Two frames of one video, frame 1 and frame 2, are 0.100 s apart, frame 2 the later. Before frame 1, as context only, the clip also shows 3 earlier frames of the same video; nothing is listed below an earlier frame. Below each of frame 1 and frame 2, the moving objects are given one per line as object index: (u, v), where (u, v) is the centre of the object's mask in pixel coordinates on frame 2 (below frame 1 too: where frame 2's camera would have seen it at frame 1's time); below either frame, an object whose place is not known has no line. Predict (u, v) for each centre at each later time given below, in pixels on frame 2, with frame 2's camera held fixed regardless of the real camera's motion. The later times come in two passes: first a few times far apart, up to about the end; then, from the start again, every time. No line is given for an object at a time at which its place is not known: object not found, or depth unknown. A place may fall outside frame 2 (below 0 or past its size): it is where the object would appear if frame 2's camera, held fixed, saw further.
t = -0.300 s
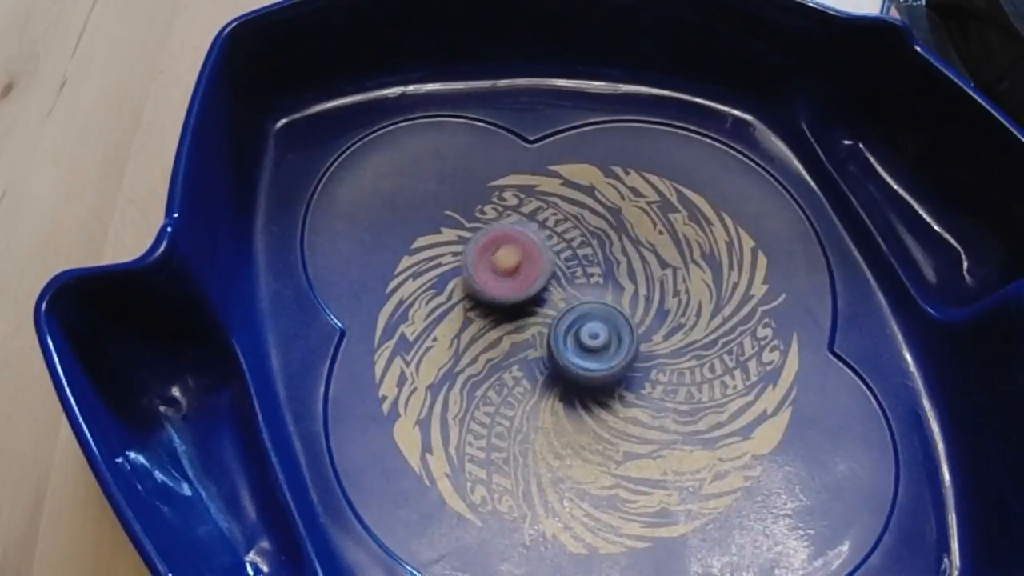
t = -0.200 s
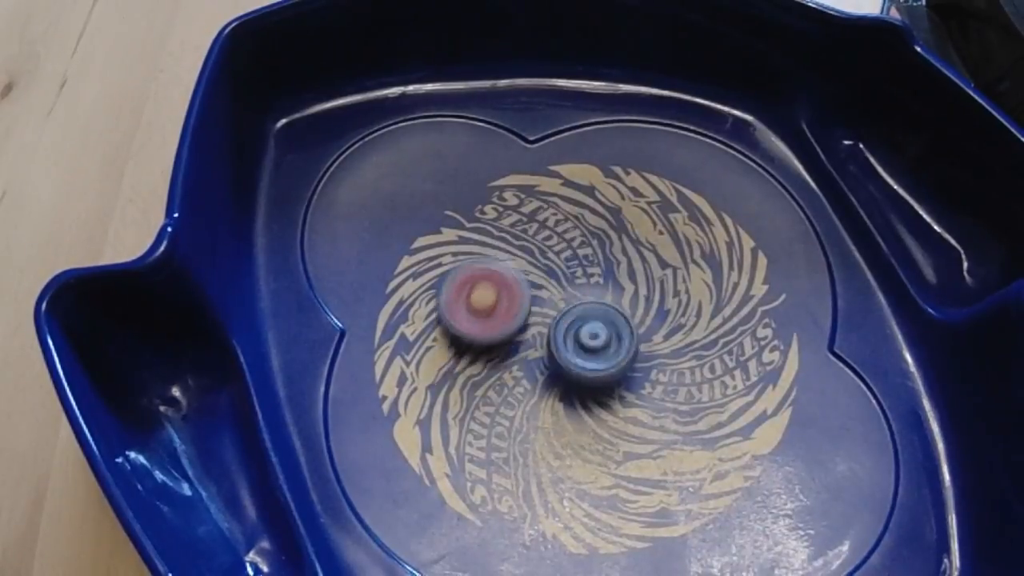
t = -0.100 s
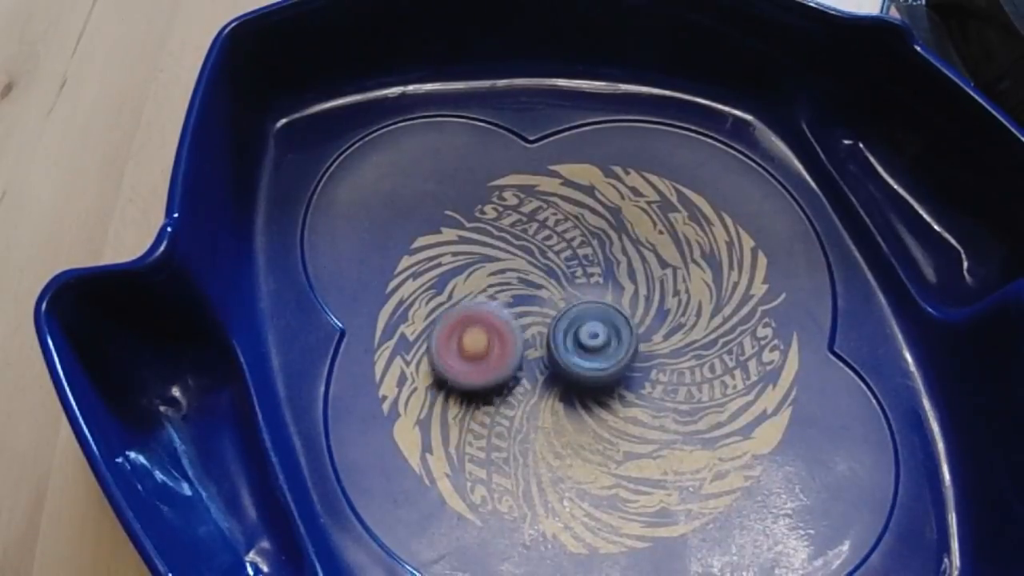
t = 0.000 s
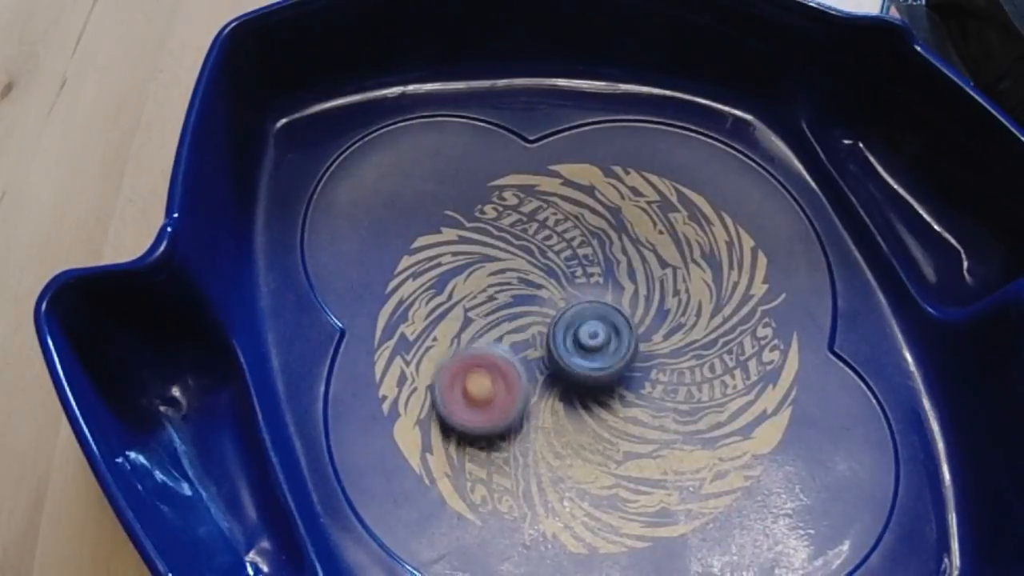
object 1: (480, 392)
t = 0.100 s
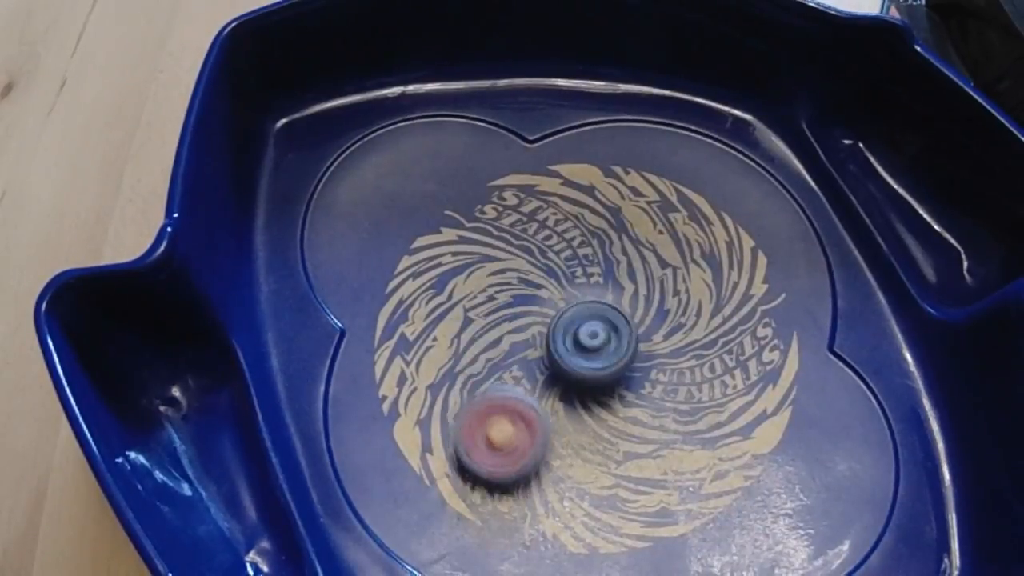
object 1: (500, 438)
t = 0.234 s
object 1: (556, 480)
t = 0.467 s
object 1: (682, 470)
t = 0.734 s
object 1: (741, 356)
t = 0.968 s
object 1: (685, 269)
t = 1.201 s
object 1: (591, 244)
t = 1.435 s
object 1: (508, 288)
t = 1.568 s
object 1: (481, 331)
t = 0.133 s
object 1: (512, 451)
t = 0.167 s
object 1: (526, 462)
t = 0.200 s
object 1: (539, 473)
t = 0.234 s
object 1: (556, 480)
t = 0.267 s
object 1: (574, 486)
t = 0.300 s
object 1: (592, 491)
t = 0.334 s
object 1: (611, 491)
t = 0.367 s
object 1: (632, 489)
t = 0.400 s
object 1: (650, 485)
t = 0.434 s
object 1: (666, 478)
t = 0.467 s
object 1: (682, 470)
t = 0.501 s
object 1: (698, 459)
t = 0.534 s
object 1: (710, 448)
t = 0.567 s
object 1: (721, 435)
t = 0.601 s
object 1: (731, 421)
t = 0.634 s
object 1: (737, 406)
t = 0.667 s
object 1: (742, 390)
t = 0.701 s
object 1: (743, 374)
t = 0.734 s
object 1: (741, 356)
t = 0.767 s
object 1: (739, 342)
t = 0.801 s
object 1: (733, 325)
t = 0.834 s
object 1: (727, 312)
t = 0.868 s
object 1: (718, 298)
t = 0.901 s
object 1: (708, 286)
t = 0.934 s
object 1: (696, 277)
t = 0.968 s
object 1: (685, 269)
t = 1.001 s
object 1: (672, 261)
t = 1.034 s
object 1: (659, 255)
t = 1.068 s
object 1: (646, 250)
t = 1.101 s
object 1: (633, 246)
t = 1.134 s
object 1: (619, 243)
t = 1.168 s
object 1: (605, 242)
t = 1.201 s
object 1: (591, 244)
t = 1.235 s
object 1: (576, 247)
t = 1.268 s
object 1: (564, 251)
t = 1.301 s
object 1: (550, 257)
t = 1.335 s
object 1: (538, 264)
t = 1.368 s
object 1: (528, 271)
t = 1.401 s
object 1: (517, 280)
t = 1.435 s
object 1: (508, 288)
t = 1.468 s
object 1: (500, 298)
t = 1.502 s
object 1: (493, 307)
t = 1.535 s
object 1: (487, 318)
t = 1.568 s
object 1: (481, 331)
